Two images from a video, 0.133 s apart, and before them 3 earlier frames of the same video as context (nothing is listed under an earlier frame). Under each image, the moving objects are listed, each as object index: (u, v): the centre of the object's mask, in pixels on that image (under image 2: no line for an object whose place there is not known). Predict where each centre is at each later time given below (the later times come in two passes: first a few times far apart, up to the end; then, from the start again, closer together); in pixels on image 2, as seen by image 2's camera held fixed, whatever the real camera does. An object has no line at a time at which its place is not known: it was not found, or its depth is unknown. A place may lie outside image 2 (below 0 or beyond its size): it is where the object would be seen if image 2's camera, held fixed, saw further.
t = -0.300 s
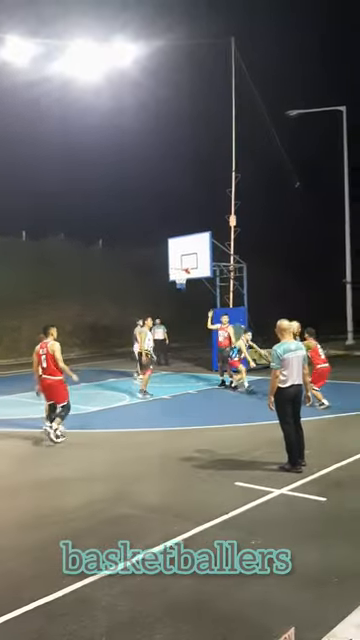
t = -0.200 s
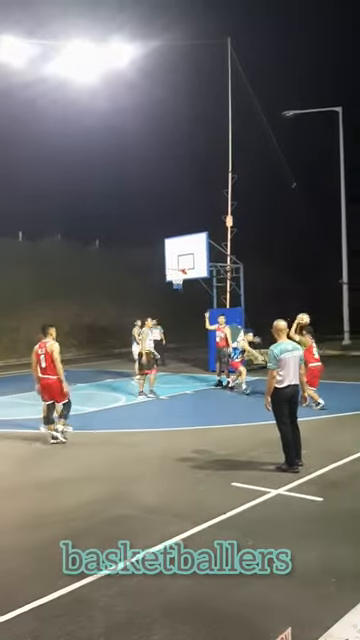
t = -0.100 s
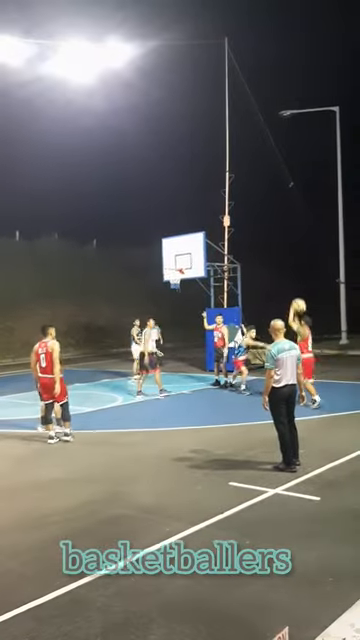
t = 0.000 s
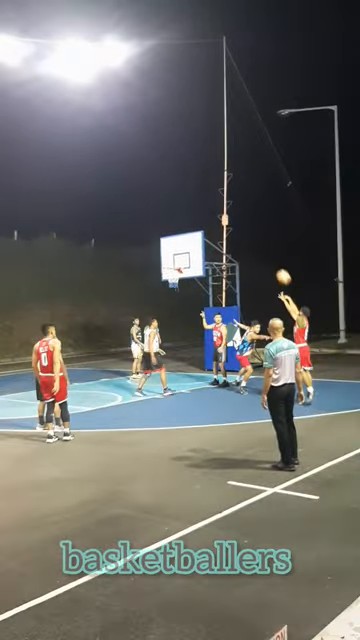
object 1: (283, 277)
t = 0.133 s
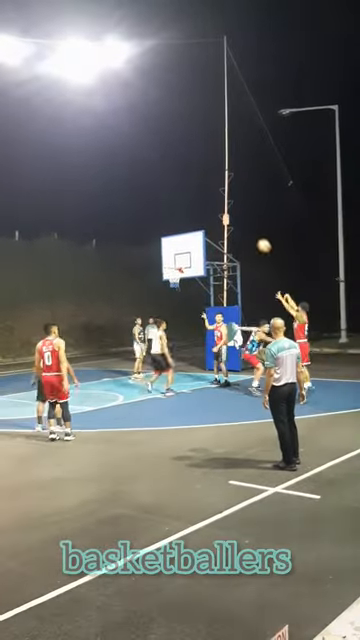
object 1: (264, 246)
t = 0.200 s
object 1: (255, 235)
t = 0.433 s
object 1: (226, 216)
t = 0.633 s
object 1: (206, 218)
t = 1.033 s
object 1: (176, 264)
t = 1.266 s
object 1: (152, 261)
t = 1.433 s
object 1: (136, 272)
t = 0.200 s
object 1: (255, 235)
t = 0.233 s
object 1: (250, 230)
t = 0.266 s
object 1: (246, 227)
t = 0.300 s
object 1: (242, 224)
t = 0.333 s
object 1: (238, 221)
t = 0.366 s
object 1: (235, 219)
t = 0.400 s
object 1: (230, 217)
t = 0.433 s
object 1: (226, 216)
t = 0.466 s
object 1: (223, 215)
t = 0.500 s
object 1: (219, 214)
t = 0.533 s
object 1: (216, 215)
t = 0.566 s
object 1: (213, 215)
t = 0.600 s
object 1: (209, 217)
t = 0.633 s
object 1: (206, 218)
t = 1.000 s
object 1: (179, 261)
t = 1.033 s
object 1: (176, 264)
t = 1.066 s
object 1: (173, 264)
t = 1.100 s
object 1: (169, 262)
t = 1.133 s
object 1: (165, 261)
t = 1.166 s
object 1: (161, 260)
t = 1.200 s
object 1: (159, 260)
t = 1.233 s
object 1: (156, 260)
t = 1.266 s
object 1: (152, 261)
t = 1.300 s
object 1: (149, 263)
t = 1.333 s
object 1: (146, 264)
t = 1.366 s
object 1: (143, 267)
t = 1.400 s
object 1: (139, 269)
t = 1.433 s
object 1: (136, 272)
